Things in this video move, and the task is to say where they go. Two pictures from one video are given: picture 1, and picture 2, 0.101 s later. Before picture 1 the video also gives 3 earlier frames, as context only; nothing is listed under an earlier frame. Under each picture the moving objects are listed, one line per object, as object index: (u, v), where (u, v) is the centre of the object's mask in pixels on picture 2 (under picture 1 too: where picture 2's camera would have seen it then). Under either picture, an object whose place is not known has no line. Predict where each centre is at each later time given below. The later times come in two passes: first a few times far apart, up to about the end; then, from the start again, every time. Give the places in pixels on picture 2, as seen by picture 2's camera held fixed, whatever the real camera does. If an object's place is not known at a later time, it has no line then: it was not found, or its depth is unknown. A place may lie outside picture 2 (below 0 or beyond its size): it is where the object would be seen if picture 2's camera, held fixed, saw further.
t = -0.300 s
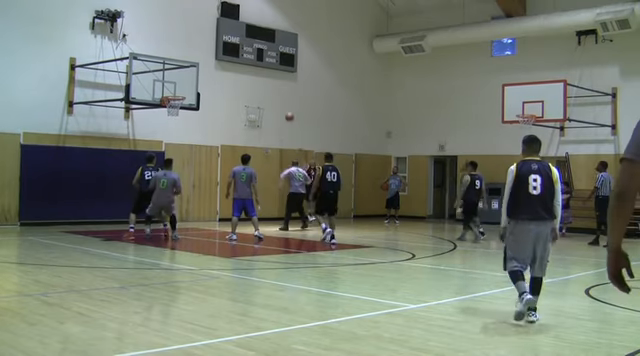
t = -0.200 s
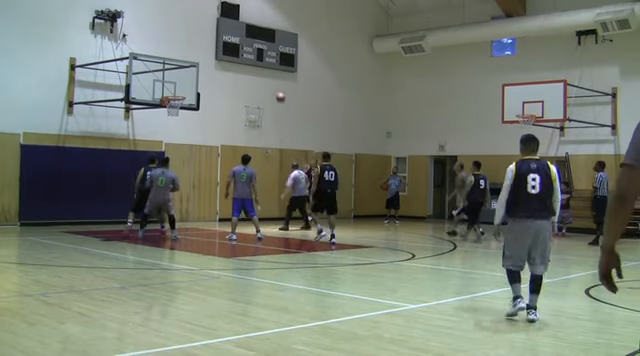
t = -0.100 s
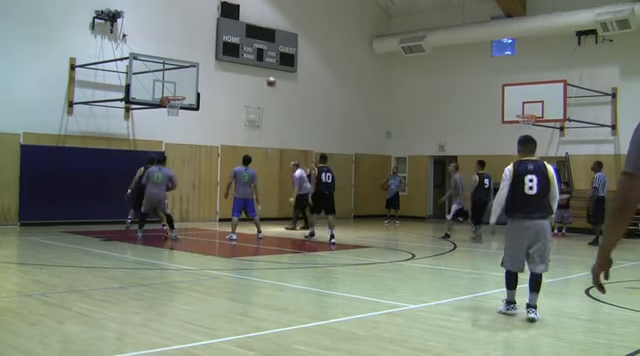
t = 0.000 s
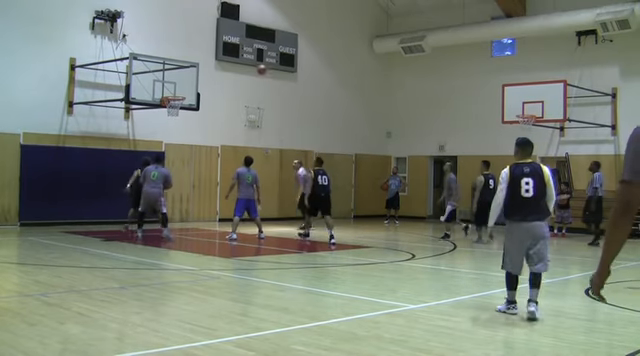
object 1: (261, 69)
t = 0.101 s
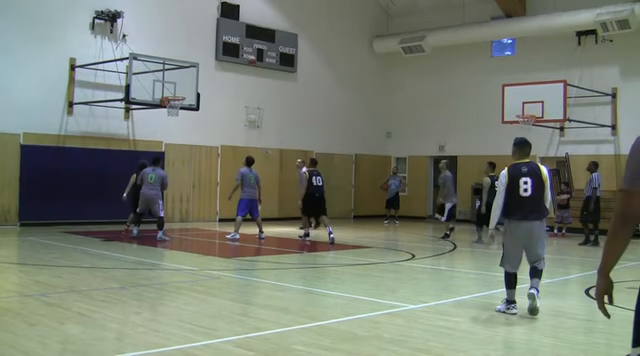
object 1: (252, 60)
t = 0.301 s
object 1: (230, 53)
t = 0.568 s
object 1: (198, 71)
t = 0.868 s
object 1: (162, 85)
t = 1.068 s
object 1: (140, 91)
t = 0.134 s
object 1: (249, 58)
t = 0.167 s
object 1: (244, 57)
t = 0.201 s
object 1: (241, 55)
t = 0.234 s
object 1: (238, 54)
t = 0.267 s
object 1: (234, 53)
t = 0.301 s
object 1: (230, 53)
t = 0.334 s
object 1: (226, 54)
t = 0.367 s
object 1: (223, 54)
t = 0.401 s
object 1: (218, 56)
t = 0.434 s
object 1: (214, 59)
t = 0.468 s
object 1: (210, 61)
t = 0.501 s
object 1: (206, 64)
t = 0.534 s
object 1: (202, 67)
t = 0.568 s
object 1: (198, 71)
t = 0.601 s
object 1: (194, 76)
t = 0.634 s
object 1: (189, 81)
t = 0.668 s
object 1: (185, 86)
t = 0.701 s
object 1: (181, 92)
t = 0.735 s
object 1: (177, 91)
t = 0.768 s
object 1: (173, 89)
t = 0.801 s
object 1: (170, 87)
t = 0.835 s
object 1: (166, 86)
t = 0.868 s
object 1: (162, 85)
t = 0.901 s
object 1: (158, 85)
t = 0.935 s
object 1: (155, 85)
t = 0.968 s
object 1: (152, 86)
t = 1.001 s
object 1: (148, 87)
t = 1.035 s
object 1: (144, 89)
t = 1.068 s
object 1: (140, 91)
